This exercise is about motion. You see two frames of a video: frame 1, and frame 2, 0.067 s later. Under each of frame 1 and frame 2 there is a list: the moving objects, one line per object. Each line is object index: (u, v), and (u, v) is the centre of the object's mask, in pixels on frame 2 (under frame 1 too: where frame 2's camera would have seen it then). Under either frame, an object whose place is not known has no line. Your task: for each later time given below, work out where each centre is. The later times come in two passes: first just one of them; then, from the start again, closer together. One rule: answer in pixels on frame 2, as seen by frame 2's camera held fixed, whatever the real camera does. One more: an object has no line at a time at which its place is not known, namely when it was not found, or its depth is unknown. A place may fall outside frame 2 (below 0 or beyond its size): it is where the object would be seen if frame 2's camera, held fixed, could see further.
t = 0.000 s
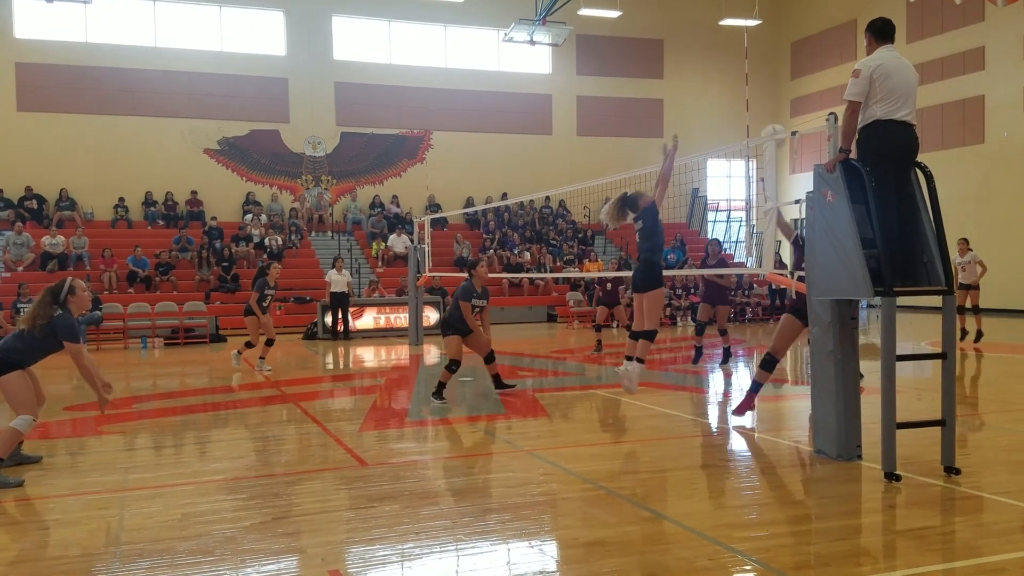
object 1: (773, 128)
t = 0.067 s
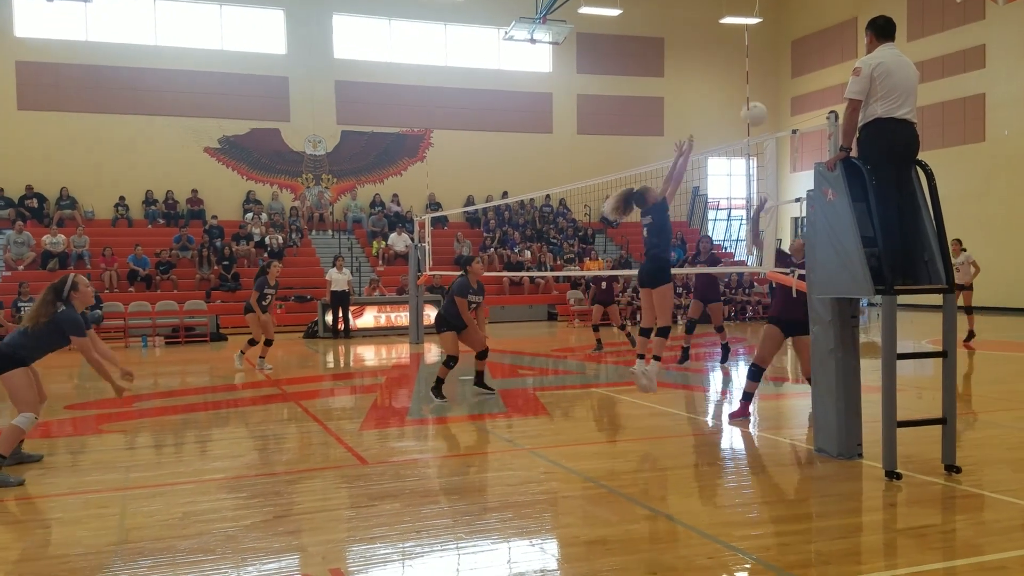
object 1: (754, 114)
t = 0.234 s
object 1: (703, 85)
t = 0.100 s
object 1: (744, 106)
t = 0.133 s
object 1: (733, 99)
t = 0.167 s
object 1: (723, 93)
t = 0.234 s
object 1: (703, 85)
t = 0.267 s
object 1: (693, 83)
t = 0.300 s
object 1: (683, 82)
